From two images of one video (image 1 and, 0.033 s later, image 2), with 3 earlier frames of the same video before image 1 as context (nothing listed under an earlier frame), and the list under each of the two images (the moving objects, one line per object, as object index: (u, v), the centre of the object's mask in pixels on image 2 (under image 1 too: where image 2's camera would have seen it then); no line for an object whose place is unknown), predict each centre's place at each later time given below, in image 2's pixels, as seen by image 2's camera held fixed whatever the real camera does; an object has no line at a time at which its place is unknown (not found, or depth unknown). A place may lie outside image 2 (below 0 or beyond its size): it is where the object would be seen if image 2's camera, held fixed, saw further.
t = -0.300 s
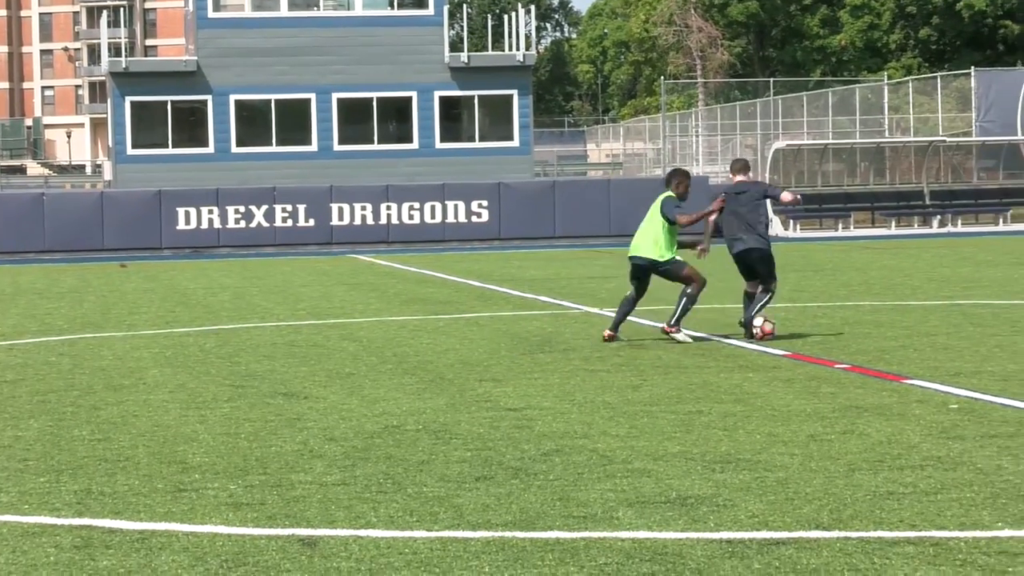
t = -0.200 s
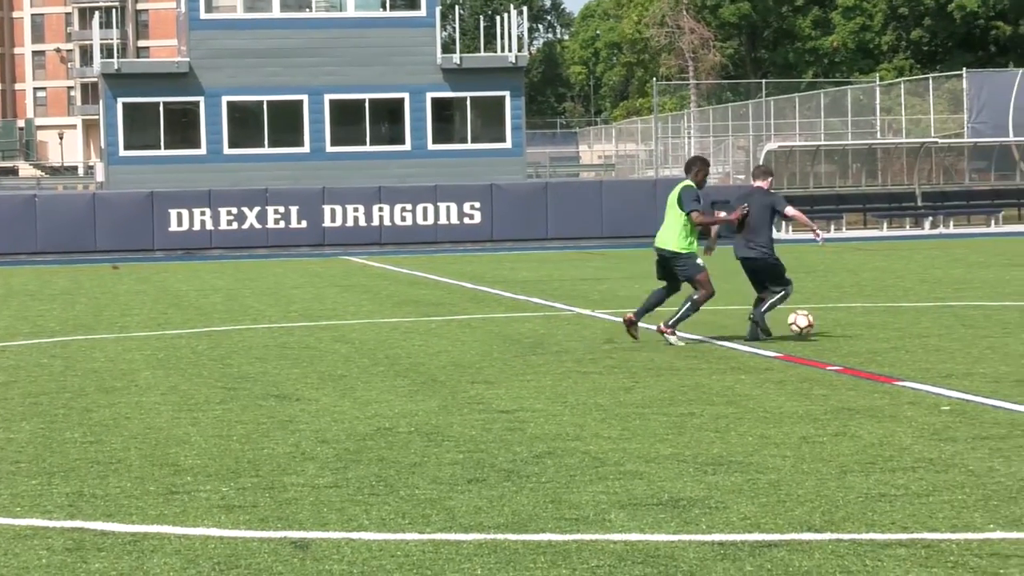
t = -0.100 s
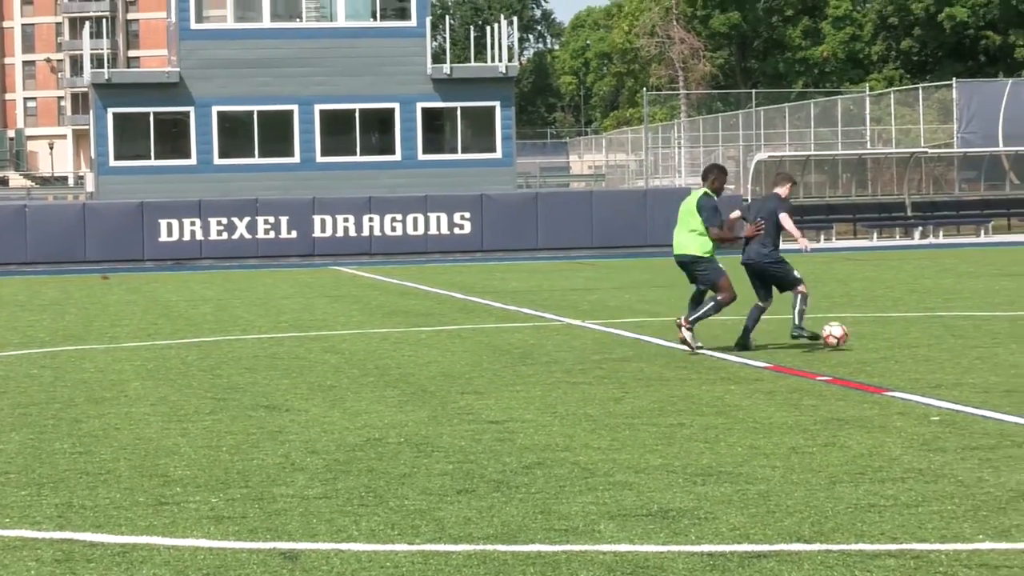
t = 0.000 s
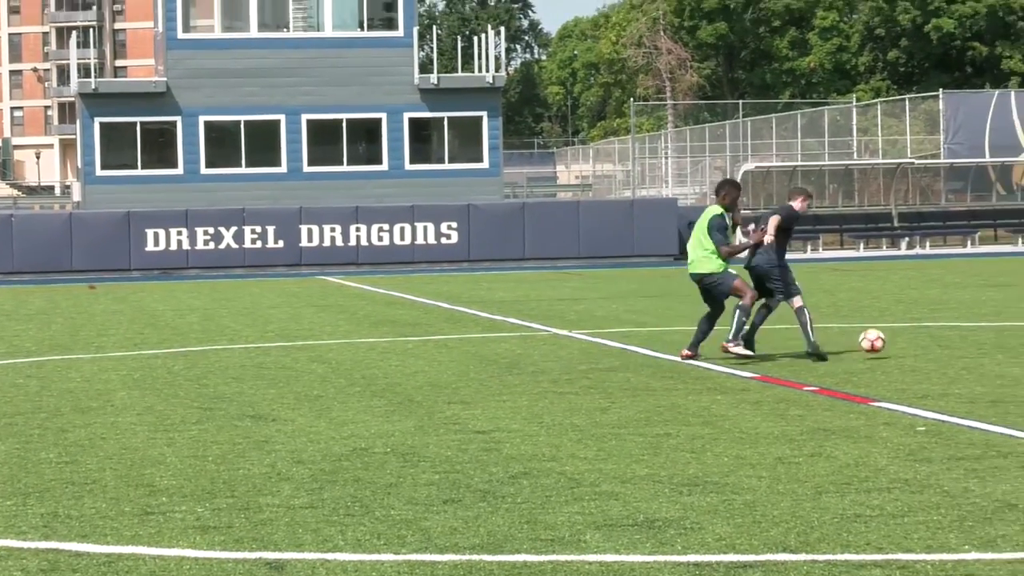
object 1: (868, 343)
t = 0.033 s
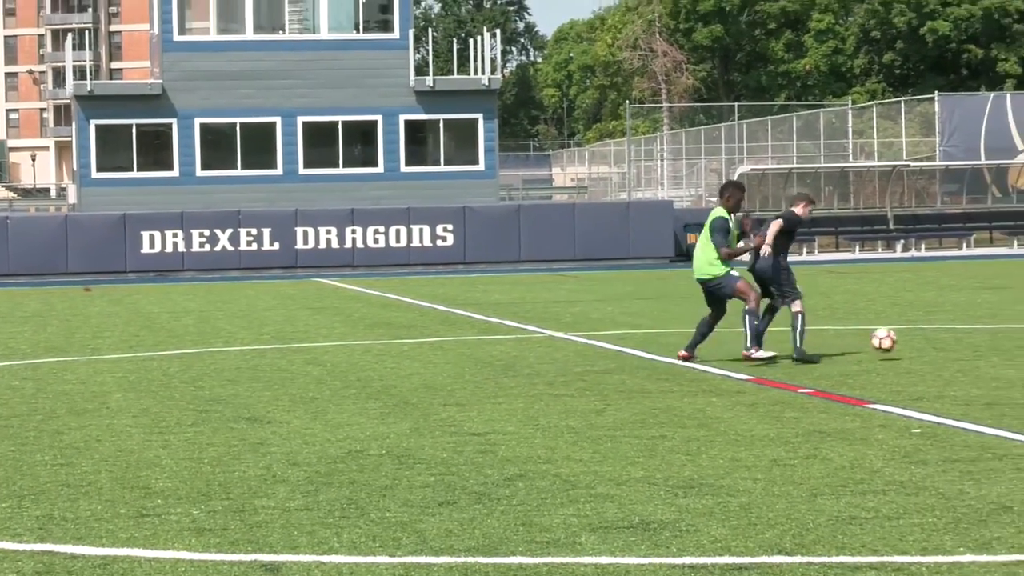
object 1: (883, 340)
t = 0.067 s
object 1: (899, 338)
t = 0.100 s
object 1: (914, 336)
